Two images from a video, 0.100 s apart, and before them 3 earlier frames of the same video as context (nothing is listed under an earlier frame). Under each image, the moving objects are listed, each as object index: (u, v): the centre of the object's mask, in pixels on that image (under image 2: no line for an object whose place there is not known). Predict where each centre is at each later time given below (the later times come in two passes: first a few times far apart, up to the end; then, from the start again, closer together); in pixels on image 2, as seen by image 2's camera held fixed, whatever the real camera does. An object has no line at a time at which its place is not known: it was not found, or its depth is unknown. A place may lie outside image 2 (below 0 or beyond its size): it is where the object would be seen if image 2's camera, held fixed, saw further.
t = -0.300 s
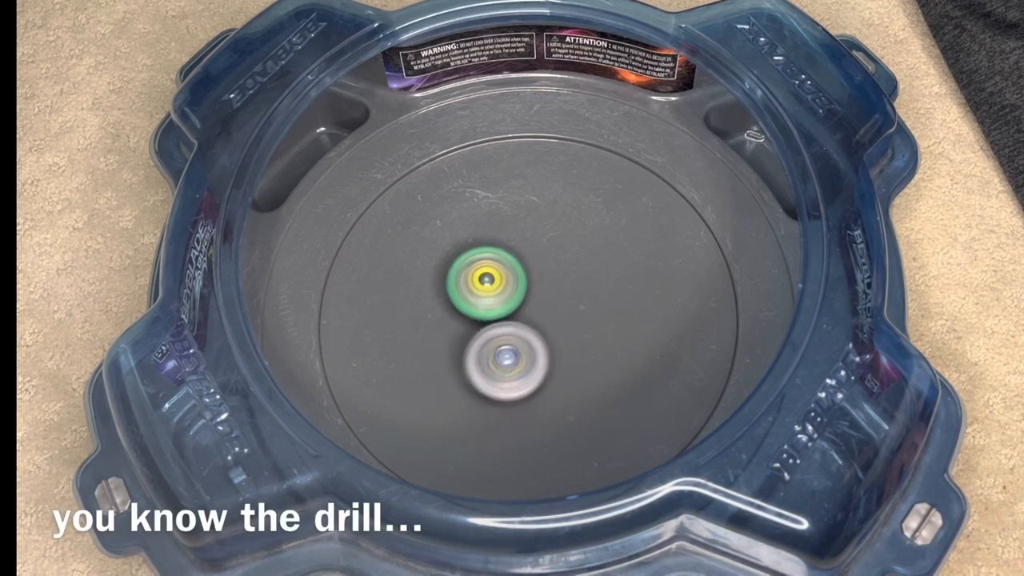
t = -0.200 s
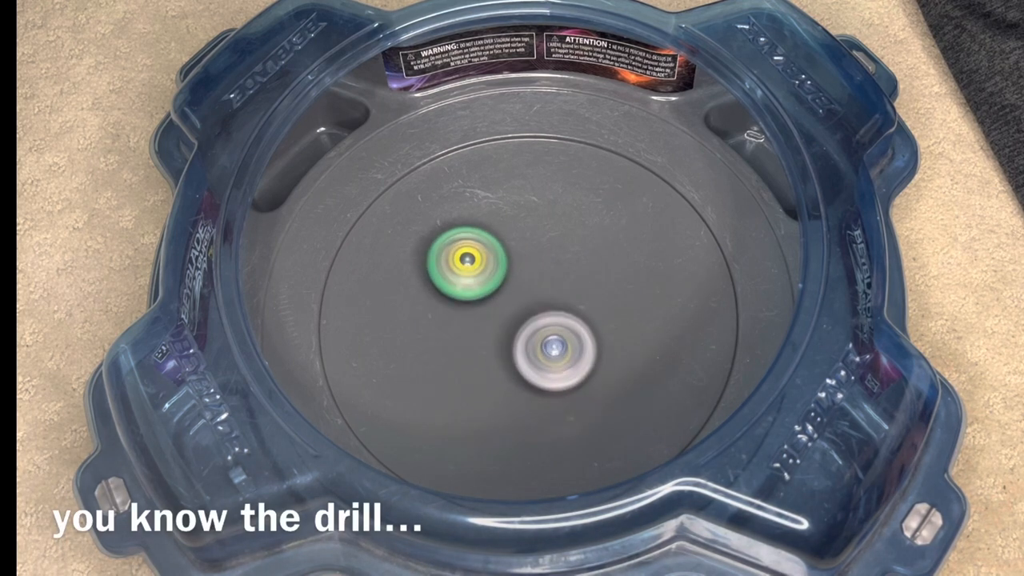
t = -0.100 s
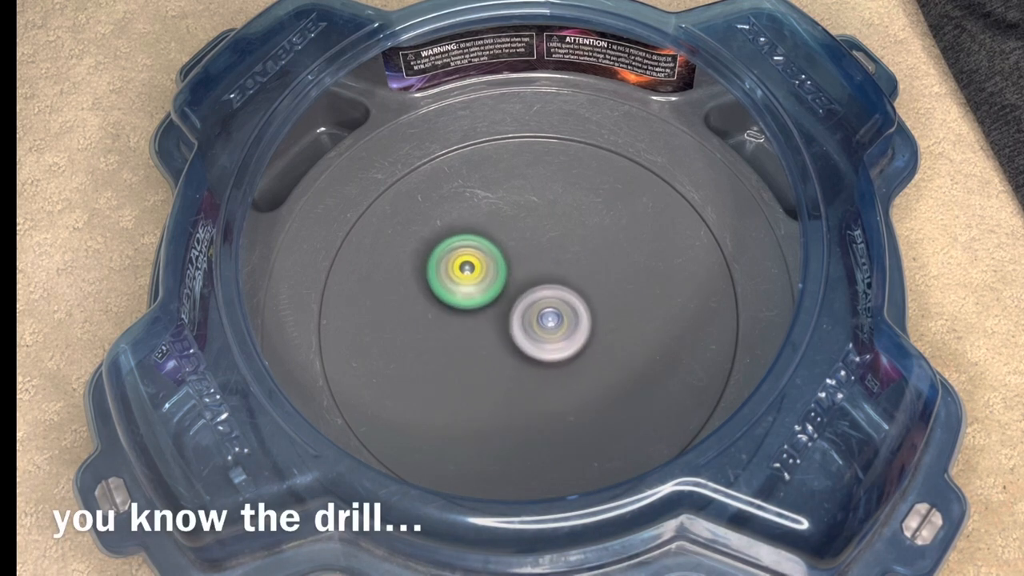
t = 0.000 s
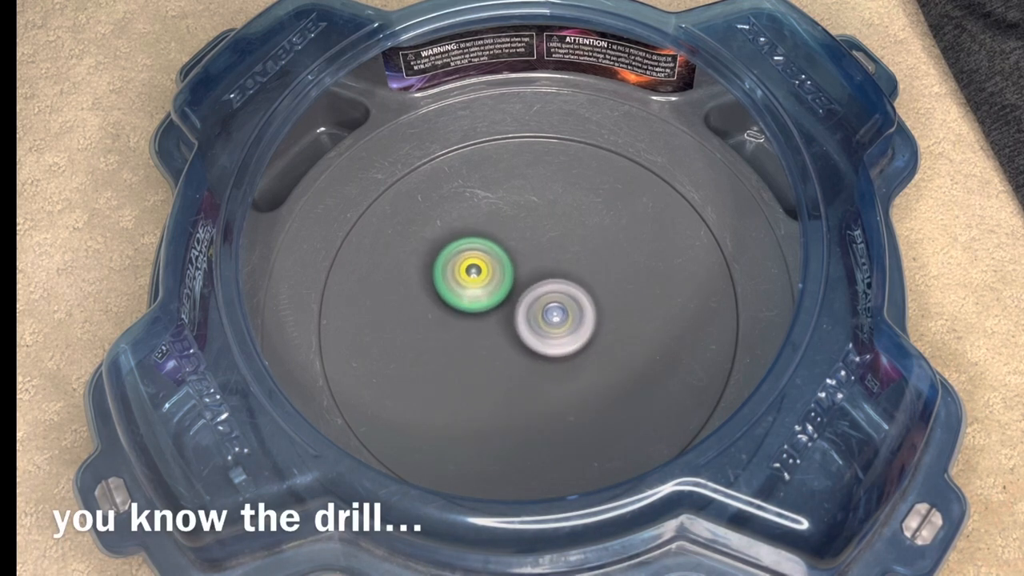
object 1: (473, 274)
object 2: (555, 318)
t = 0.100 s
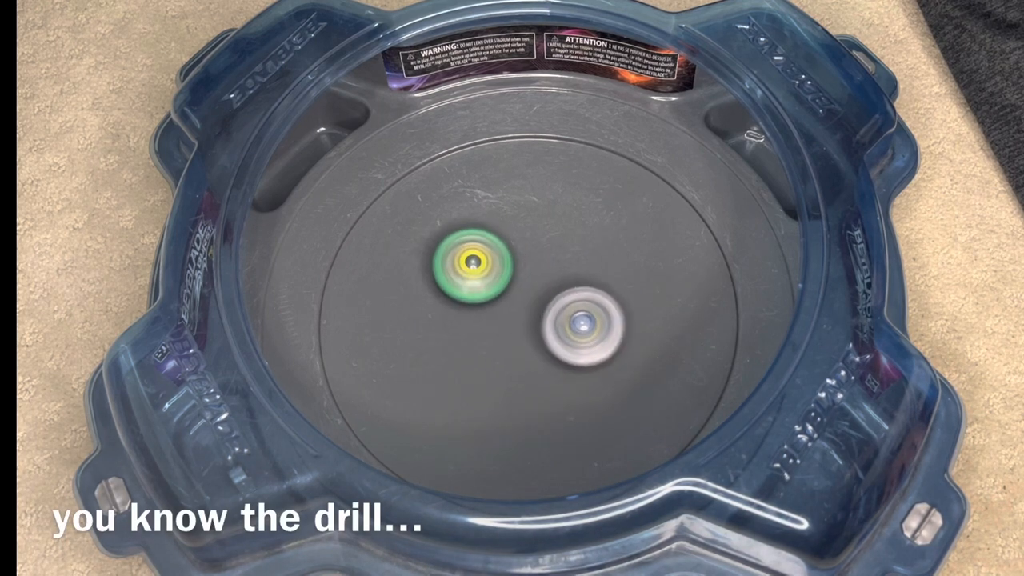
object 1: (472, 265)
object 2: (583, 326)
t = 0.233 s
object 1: (490, 275)
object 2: (572, 312)
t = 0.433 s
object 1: (462, 260)
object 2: (590, 333)
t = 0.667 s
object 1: (509, 274)
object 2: (563, 362)
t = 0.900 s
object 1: (551, 271)
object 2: (515, 352)
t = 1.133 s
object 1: (566, 304)
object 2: (483, 330)
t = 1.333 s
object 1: (571, 326)
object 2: (489, 300)
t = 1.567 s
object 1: (557, 343)
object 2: (506, 273)
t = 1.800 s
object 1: (529, 364)
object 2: (540, 282)
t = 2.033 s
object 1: (495, 359)
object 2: (565, 308)
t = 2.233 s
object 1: (466, 319)
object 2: (563, 330)
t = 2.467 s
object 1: (470, 271)
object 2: (522, 339)
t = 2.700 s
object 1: (492, 222)
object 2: (506, 342)
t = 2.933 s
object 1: (556, 257)
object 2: (501, 334)
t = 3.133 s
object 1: (607, 306)
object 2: (504, 321)
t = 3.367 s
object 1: (584, 356)
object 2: (502, 307)
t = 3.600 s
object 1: (511, 381)
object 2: (495, 253)
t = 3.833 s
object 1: (449, 324)
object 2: (532, 276)
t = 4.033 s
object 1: (456, 283)
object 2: (557, 325)
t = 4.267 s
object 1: (541, 262)
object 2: (522, 345)
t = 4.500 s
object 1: (600, 293)
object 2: (493, 309)
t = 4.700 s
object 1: (570, 340)
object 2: (516, 281)
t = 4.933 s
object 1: (499, 375)
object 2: (545, 285)
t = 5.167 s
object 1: (450, 315)
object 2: (547, 327)
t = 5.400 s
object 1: (492, 248)
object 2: (516, 342)
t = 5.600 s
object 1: (556, 246)
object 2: (510, 326)
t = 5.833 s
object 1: (597, 320)
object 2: (502, 309)
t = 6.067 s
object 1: (528, 373)
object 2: (514, 298)
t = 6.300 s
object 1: (451, 315)
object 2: (534, 294)
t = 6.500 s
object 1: (482, 253)
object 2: (548, 324)
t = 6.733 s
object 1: (577, 274)
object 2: (519, 330)
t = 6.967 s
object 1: (582, 349)
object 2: (490, 305)
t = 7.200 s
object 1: (478, 360)
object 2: (540, 297)
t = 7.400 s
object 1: (447, 295)
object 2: (558, 322)
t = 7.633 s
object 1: (538, 240)
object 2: (511, 342)
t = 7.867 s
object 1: (600, 323)
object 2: (514, 312)
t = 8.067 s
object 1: (544, 385)
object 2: (530, 292)
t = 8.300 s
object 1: (441, 308)
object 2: (538, 301)
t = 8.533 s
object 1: (514, 215)
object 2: (530, 346)
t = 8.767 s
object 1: (610, 313)
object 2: (510, 329)
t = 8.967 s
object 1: (548, 388)
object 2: (529, 279)
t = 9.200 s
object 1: (456, 280)
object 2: (562, 303)
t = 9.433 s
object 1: (563, 268)
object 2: (474, 334)
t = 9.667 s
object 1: (555, 323)
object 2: (477, 304)
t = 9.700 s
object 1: (554, 334)
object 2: (478, 297)
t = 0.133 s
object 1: (474, 265)
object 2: (585, 322)
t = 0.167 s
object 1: (478, 268)
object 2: (580, 317)
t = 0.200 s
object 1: (482, 273)
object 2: (577, 314)
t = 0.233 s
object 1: (490, 275)
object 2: (572, 312)
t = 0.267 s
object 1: (486, 262)
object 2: (583, 322)
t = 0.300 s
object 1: (474, 251)
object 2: (600, 337)
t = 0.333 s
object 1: (466, 250)
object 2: (602, 340)
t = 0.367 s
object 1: (462, 252)
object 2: (600, 338)
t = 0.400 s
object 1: (461, 255)
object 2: (596, 335)
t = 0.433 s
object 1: (462, 260)
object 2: (590, 333)
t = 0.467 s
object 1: (467, 267)
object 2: (584, 331)
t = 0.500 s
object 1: (475, 276)
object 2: (577, 331)
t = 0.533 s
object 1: (488, 284)
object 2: (569, 331)
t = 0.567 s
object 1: (495, 282)
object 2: (569, 341)
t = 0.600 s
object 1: (499, 276)
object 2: (571, 355)
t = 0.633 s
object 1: (504, 275)
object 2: (567, 361)
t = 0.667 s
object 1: (509, 274)
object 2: (563, 362)
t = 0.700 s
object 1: (516, 273)
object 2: (557, 362)
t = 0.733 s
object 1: (522, 272)
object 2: (552, 361)
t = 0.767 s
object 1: (530, 271)
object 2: (545, 359)
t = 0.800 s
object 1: (536, 271)
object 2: (539, 358)
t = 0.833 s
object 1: (542, 271)
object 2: (531, 355)
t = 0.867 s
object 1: (547, 271)
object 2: (523, 354)
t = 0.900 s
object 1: (551, 271)
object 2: (515, 352)
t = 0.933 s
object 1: (554, 273)
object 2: (508, 350)
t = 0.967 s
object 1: (557, 276)
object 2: (501, 348)
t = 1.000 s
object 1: (556, 279)
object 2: (496, 345)
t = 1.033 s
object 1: (557, 283)
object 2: (491, 342)
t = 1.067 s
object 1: (559, 288)
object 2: (488, 338)
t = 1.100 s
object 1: (562, 295)
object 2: (485, 334)
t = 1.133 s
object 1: (566, 304)
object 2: (483, 330)
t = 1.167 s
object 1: (572, 310)
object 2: (483, 325)
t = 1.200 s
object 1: (576, 312)
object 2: (482, 320)
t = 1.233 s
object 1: (576, 314)
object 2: (482, 315)
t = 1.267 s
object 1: (574, 317)
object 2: (483, 309)
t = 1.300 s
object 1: (572, 322)
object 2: (485, 305)
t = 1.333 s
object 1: (571, 326)
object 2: (489, 300)
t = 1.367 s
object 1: (569, 328)
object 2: (491, 296)
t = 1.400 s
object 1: (568, 331)
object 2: (493, 290)
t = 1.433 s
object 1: (570, 337)
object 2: (492, 282)
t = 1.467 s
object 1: (569, 339)
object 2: (495, 277)
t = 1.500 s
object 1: (566, 341)
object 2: (498, 275)
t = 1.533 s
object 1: (562, 342)
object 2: (502, 274)
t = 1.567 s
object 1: (557, 343)
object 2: (506, 273)
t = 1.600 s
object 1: (550, 343)
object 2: (512, 273)
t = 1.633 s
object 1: (545, 351)
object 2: (517, 270)
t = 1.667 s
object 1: (540, 357)
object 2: (521, 269)
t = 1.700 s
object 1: (537, 362)
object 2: (525, 271)
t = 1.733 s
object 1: (534, 365)
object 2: (530, 273)
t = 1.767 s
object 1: (531, 365)
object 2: (535, 278)
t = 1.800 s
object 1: (529, 364)
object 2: (540, 282)
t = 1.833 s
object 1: (524, 362)
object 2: (545, 286)
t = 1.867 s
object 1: (516, 367)
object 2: (552, 283)
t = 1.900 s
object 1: (510, 369)
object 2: (557, 285)
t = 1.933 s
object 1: (505, 369)
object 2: (559, 289)
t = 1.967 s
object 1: (502, 367)
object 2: (562, 295)
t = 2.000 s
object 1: (499, 364)
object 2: (564, 302)
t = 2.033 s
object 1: (495, 359)
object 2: (565, 308)
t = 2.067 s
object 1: (491, 353)
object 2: (569, 313)
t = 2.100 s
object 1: (484, 347)
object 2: (571, 317)
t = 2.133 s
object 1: (478, 341)
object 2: (570, 320)
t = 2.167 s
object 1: (474, 334)
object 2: (568, 324)
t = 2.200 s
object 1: (470, 327)
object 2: (566, 327)
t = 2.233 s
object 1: (466, 319)
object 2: (563, 330)
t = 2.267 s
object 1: (464, 312)
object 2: (559, 332)
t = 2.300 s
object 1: (463, 305)
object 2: (554, 334)
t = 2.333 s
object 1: (463, 298)
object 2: (548, 335)
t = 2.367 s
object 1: (464, 292)
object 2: (540, 336)
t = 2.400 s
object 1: (467, 286)
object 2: (532, 337)
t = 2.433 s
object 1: (467, 277)
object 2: (527, 339)
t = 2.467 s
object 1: (470, 271)
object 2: (522, 339)
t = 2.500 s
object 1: (473, 267)
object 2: (517, 337)
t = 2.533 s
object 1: (478, 264)
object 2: (512, 335)
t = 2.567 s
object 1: (483, 247)
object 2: (509, 345)
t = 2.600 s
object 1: (484, 235)
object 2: (507, 349)
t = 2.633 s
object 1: (486, 228)
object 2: (507, 348)
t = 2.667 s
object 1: (489, 223)
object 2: (507, 345)
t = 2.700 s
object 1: (492, 222)
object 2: (506, 342)
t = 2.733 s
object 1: (496, 224)
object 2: (505, 338)
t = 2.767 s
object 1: (502, 228)
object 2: (505, 333)
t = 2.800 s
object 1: (510, 235)
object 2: (505, 328)
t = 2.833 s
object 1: (519, 243)
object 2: (506, 322)
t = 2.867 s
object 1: (533, 244)
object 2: (501, 329)
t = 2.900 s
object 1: (546, 250)
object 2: (499, 333)
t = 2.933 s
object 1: (556, 257)
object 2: (501, 334)
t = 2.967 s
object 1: (567, 264)
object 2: (504, 334)
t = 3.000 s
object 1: (576, 272)
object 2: (508, 332)
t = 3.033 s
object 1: (585, 281)
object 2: (511, 330)
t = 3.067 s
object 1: (592, 290)
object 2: (515, 326)
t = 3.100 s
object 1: (602, 298)
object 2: (509, 322)
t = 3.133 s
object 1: (607, 306)
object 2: (504, 321)
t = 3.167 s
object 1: (611, 315)
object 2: (502, 319)
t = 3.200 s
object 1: (612, 323)
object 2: (499, 317)
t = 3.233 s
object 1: (611, 331)
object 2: (499, 315)
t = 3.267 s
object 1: (608, 339)
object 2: (498, 313)
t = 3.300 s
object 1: (602, 345)
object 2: (499, 312)
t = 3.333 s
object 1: (594, 351)
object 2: (500, 309)
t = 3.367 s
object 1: (584, 356)
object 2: (502, 307)
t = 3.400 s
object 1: (572, 360)
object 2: (504, 304)
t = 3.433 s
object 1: (559, 364)
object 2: (507, 302)
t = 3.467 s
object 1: (554, 381)
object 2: (499, 273)
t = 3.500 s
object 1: (544, 386)
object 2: (497, 262)
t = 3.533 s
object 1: (534, 387)
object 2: (495, 256)
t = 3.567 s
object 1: (522, 385)
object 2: (494, 253)
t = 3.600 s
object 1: (511, 381)
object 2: (495, 253)
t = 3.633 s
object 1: (501, 376)
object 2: (497, 253)
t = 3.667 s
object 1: (491, 369)
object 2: (500, 254)
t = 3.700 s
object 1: (481, 360)
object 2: (504, 257)
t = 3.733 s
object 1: (473, 351)
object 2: (508, 260)
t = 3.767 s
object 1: (466, 340)
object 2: (515, 265)
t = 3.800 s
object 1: (460, 328)
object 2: (520, 273)
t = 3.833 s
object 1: (449, 324)
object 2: (532, 276)
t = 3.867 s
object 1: (443, 317)
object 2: (540, 284)
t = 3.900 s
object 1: (441, 310)
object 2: (546, 292)
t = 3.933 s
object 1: (441, 303)
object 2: (551, 300)
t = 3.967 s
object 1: (444, 296)
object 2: (555, 308)
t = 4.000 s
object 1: (449, 289)
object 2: (557, 317)
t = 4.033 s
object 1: (456, 283)
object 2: (557, 325)
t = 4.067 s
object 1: (466, 278)
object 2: (555, 332)
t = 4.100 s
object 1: (476, 272)
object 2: (552, 337)
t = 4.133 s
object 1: (488, 269)
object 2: (547, 342)
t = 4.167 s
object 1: (501, 265)
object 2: (542, 345)
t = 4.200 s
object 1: (515, 263)
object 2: (535, 347)
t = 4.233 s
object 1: (528, 262)
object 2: (528, 346)
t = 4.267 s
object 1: (541, 262)
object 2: (522, 345)
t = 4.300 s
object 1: (555, 264)
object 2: (516, 343)
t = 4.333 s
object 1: (566, 266)
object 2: (509, 339)
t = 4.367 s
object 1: (577, 269)
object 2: (503, 334)
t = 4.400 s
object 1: (586, 273)
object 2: (498, 329)
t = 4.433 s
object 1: (593, 279)
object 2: (494, 322)
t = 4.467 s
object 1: (598, 286)
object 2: (493, 316)
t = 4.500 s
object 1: (600, 293)
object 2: (493, 309)
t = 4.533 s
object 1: (601, 301)
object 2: (494, 303)
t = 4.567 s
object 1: (599, 309)
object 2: (496, 297)
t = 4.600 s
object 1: (595, 317)
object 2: (500, 291)
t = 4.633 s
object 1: (589, 326)
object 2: (504, 287)
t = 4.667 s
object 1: (581, 333)
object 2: (510, 283)
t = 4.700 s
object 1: (570, 340)
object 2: (516, 281)
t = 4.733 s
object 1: (562, 354)
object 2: (520, 273)
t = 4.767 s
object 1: (553, 364)
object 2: (525, 270)
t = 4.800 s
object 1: (542, 370)
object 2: (530, 270)
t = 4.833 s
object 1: (532, 375)
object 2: (535, 272)
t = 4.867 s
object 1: (521, 377)
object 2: (539, 275)
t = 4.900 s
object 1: (509, 377)
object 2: (543, 280)
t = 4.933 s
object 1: (499, 375)
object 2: (545, 285)
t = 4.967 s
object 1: (490, 370)
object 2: (547, 291)
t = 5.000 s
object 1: (482, 364)
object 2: (548, 297)
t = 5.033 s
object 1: (475, 356)
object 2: (548, 305)
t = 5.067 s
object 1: (469, 346)
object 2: (546, 312)
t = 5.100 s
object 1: (458, 336)
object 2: (551, 317)
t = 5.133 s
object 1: (453, 326)
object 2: (549, 322)
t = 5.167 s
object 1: (450, 315)
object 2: (547, 327)
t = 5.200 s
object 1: (450, 304)
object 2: (543, 330)
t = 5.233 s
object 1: (452, 294)
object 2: (538, 332)
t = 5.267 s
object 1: (456, 285)
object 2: (532, 334)
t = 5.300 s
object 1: (463, 275)
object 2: (527, 334)
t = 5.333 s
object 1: (472, 268)
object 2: (521, 332)
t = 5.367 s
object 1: (482, 261)
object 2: (516, 331)
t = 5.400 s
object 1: (492, 248)
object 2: (516, 342)
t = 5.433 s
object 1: (502, 242)
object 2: (513, 342)
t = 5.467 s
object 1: (512, 237)
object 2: (510, 340)
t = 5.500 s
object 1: (523, 236)
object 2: (509, 337)
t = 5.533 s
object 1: (535, 237)
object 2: (508, 334)
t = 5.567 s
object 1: (545, 241)
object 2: (508, 330)
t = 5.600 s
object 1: (556, 246)
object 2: (510, 326)
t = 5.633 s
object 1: (566, 254)
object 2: (513, 322)
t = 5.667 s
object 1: (574, 264)
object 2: (514, 317)
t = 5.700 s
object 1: (582, 273)
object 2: (509, 314)
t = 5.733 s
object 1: (589, 284)
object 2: (507, 313)
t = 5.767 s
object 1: (595, 296)
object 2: (505, 310)
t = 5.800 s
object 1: (597, 308)
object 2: (503, 310)
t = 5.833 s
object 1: (597, 320)
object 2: (502, 309)
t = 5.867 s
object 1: (593, 332)
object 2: (502, 308)
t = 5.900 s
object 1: (588, 343)
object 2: (502, 307)
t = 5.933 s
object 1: (580, 352)
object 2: (504, 307)
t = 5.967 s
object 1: (570, 361)
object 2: (507, 307)
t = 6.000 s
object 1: (558, 368)
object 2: (510, 304)
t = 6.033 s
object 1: (543, 372)
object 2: (512, 300)
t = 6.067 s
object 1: (528, 373)
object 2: (514, 298)
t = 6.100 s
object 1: (513, 371)
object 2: (518, 293)
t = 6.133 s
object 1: (498, 367)
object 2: (520, 291)
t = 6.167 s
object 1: (484, 360)
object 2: (523, 290)
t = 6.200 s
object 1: (472, 351)
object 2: (527, 290)
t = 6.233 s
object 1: (462, 340)
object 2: (529, 290)
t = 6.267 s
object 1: (455, 328)
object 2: (532, 292)
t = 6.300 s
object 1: (451, 315)
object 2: (534, 294)
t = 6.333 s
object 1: (450, 303)
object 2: (535, 297)
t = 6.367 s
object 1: (452, 291)
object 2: (536, 301)
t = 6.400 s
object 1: (457, 280)
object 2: (536, 305)
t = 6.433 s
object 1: (461, 268)
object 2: (545, 313)
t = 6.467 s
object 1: (471, 260)
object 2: (547, 320)
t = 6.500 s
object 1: (482, 253)
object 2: (548, 324)
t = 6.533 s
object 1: (496, 249)
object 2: (546, 328)
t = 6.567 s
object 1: (510, 247)
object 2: (543, 332)
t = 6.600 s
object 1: (525, 248)
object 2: (539, 334)
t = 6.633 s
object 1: (539, 252)
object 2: (534, 335)
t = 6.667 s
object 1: (554, 257)
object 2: (529, 335)
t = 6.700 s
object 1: (566, 265)
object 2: (524, 333)
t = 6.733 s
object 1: (577, 274)
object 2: (519, 330)
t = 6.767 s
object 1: (591, 281)
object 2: (507, 329)
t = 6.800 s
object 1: (600, 290)
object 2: (493, 327)
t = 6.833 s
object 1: (603, 302)
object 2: (489, 323)
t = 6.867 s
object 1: (603, 314)
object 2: (486, 319)
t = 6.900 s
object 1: (599, 327)
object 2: (485, 314)
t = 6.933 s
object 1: (592, 339)
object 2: (486, 309)
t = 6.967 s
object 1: (582, 349)
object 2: (490, 305)
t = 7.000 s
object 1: (570, 358)
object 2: (495, 302)
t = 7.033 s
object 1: (555, 364)
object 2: (502, 300)
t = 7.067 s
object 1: (539, 368)
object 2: (508, 298)
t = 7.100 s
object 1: (524, 371)
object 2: (517, 293)
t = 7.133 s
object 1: (508, 370)
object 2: (524, 293)
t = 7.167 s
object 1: (494, 365)
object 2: (531, 296)
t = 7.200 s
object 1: (478, 360)
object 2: (540, 297)
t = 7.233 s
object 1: (463, 352)
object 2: (553, 296)
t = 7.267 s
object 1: (452, 343)
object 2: (558, 302)
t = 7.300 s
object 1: (445, 332)
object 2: (561, 306)
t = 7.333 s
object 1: (442, 320)
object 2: (562, 312)
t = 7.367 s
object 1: (442, 308)
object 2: (561, 317)
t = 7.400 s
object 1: (447, 295)
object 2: (558, 322)
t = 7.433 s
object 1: (454, 284)
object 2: (552, 326)
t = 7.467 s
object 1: (464, 274)
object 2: (545, 328)
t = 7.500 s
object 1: (477, 267)
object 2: (537, 328)
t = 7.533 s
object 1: (492, 261)
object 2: (530, 327)
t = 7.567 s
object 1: (508, 250)
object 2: (521, 334)
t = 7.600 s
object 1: (524, 239)
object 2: (515, 343)
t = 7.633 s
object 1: (538, 240)
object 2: (511, 342)
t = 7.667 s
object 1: (552, 245)
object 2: (508, 340)
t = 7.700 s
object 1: (566, 253)
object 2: (506, 337)
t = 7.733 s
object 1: (576, 263)
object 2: (505, 333)
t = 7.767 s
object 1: (586, 277)
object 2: (506, 328)
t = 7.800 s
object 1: (593, 292)
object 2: (509, 323)
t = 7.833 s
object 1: (597, 308)
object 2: (513, 317)
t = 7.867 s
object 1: (600, 323)
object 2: (514, 312)
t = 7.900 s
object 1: (598, 339)
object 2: (517, 309)
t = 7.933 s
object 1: (592, 352)
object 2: (522, 307)
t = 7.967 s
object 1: (583, 362)
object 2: (528, 307)
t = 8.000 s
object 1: (575, 377)
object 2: (526, 296)
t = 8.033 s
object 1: (561, 383)
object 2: (529, 293)
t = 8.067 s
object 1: (544, 385)
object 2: (530, 292)
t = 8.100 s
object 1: (526, 382)
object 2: (532, 293)
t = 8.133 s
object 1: (507, 376)
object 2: (533, 294)
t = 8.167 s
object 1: (489, 366)
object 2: (533, 296)
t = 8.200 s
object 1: (474, 353)
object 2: (533, 298)
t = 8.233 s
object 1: (458, 339)
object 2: (536, 300)
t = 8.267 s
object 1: (446, 324)
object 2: (537, 303)
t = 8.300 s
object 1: (441, 308)
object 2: (538, 301)
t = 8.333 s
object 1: (441, 293)
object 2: (535, 303)
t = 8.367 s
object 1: (447, 279)
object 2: (535, 304)
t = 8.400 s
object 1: (455, 267)
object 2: (532, 305)
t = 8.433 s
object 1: (467, 257)
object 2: (529, 305)
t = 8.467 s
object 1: (478, 240)
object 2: (527, 317)
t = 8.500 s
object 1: (496, 218)
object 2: (532, 339)
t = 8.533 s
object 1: (514, 215)
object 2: (530, 346)
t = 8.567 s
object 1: (530, 219)
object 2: (530, 346)
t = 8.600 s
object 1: (547, 229)
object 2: (529, 347)
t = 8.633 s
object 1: (563, 245)
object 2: (527, 345)
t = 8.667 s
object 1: (576, 263)
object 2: (526, 342)
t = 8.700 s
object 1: (586, 283)
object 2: (526, 338)
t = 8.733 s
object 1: (603, 297)
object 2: (513, 335)
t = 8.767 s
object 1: (610, 313)
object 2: (510, 329)
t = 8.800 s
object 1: (608, 328)
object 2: (514, 326)
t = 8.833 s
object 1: (600, 342)
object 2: (517, 322)
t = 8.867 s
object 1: (590, 356)
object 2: (520, 317)
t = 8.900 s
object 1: (581, 373)
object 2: (524, 303)
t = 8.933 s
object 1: (567, 387)
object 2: (525, 289)
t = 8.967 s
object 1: (548, 388)
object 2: (529, 279)
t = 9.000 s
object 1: (527, 383)
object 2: (536, 276)
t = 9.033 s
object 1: (509, 371)
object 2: (541, 276)
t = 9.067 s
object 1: (495, 353)
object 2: (544, 277)
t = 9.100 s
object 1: (487, 335)
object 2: (547, 280)
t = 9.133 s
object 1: (470, 317)
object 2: (560, 284)
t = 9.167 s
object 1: (456, 298)
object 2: (563, 293)
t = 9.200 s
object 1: (456, 280)
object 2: (562, 303)
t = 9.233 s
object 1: (464, 268)
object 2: (559, 313)
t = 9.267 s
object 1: (477, 259)
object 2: (549, 323)
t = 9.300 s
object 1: (494, 255)
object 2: (535, 329)
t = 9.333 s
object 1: (512, 257)
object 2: (521, 332)
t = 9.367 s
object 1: (534, 253)
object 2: (500, 339)
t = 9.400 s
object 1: (552, 257)
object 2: (483, 339)
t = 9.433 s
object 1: (563, 268)
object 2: (474, 334)
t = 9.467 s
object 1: (569, 284)
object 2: (466, 325)
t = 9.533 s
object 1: (569, 292)
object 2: (467, 321)
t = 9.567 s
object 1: (568, 301)
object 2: (468, 317)
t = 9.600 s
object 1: (565, 308)
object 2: (468, 312)
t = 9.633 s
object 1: (561, 316)
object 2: (472, 307)
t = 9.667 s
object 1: (555, 323)
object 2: (477, 304)
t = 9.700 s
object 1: (554, 334)
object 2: (478, 297)
